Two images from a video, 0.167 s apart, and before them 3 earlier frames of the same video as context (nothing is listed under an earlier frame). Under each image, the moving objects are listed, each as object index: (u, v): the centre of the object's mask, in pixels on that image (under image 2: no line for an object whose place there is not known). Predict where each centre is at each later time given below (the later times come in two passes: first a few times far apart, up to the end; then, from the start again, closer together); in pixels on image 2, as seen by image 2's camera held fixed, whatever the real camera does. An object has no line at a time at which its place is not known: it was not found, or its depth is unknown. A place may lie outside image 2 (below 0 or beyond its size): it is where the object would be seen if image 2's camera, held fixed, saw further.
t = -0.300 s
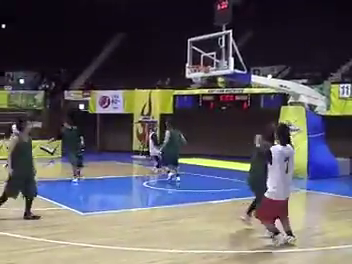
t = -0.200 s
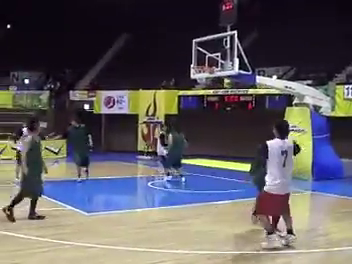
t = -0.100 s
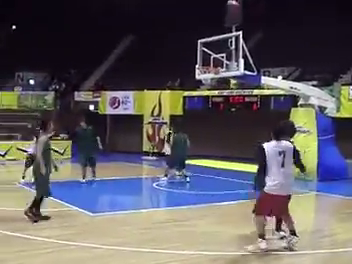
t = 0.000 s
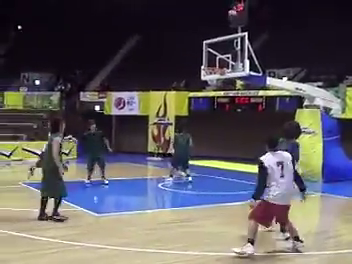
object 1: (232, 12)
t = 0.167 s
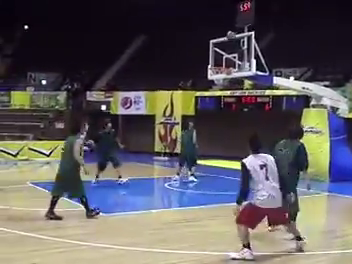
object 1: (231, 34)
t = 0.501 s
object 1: (200, 53)
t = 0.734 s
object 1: (168, 54)
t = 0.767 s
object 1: (163, 56)
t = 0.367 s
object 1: (219, 61)
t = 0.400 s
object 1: (215, 59)
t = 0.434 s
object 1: (208, 56)
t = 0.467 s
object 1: (205, 54)
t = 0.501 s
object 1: (200, 53)
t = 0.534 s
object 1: (196, 52)
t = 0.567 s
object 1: (191, 51)
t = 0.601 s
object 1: (186, 51)
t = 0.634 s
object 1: (182, 51)
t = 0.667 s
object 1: (176, 51)
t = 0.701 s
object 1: (172, 53)
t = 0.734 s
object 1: (168, 54)
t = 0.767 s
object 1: (163, 56)
